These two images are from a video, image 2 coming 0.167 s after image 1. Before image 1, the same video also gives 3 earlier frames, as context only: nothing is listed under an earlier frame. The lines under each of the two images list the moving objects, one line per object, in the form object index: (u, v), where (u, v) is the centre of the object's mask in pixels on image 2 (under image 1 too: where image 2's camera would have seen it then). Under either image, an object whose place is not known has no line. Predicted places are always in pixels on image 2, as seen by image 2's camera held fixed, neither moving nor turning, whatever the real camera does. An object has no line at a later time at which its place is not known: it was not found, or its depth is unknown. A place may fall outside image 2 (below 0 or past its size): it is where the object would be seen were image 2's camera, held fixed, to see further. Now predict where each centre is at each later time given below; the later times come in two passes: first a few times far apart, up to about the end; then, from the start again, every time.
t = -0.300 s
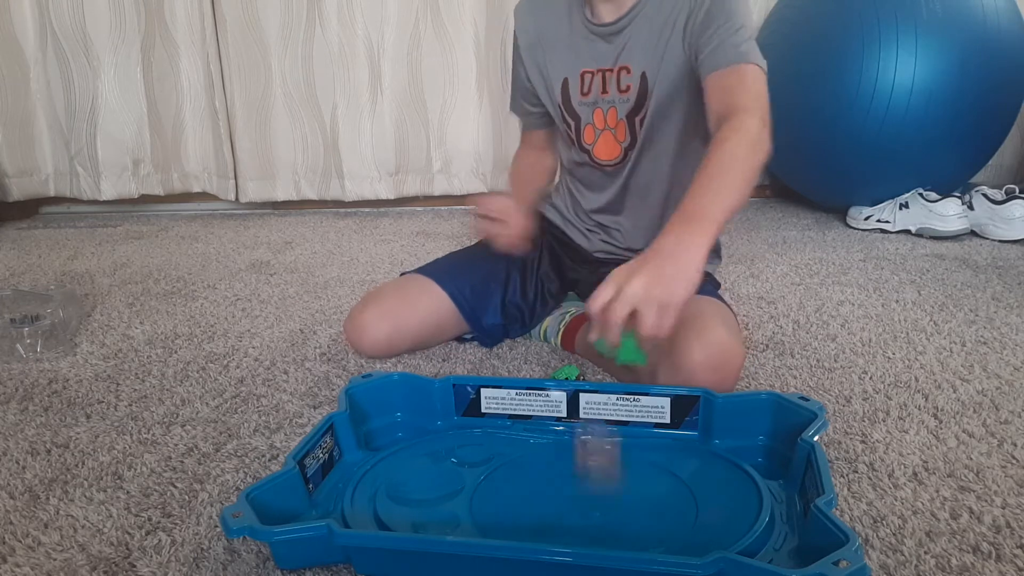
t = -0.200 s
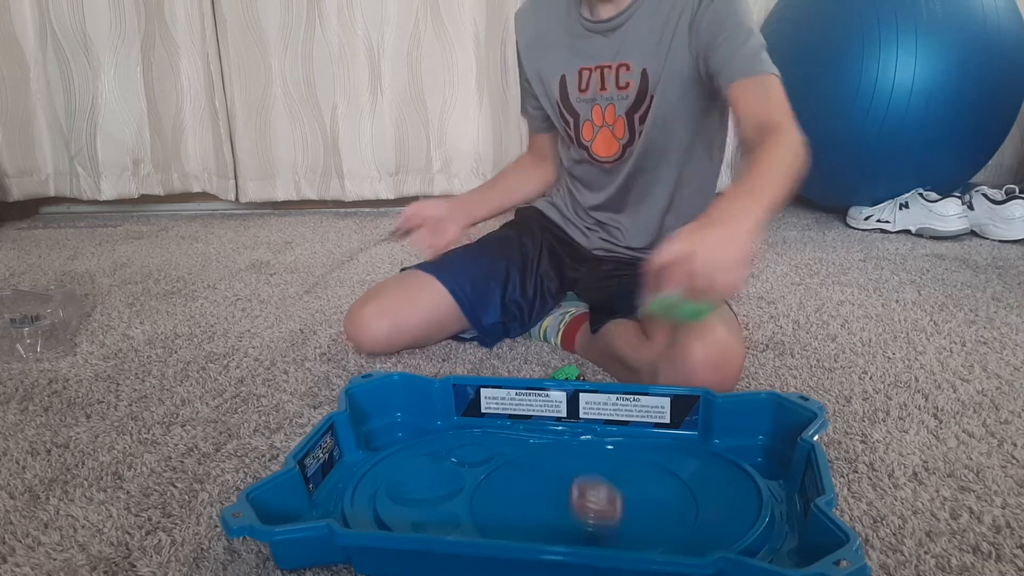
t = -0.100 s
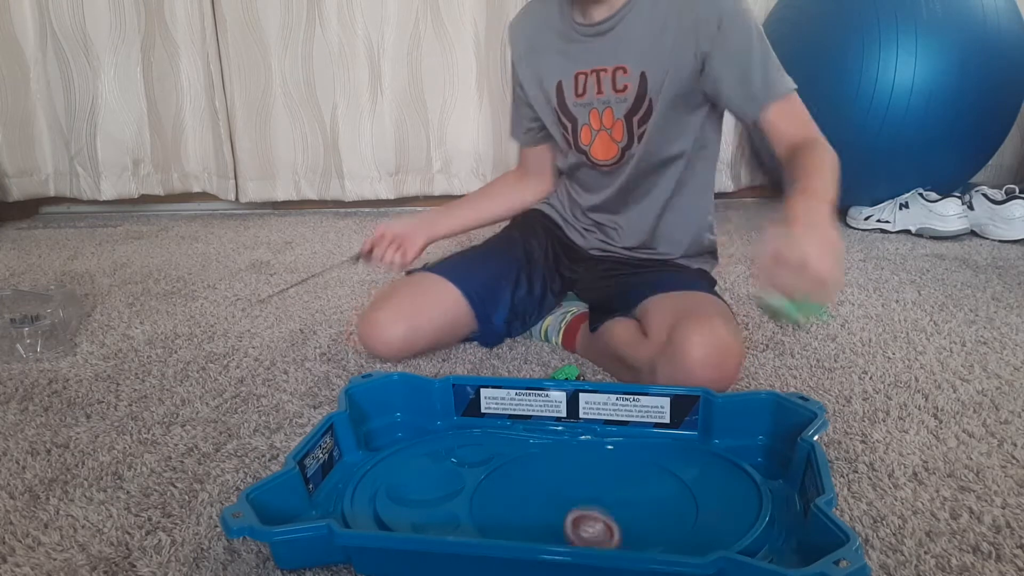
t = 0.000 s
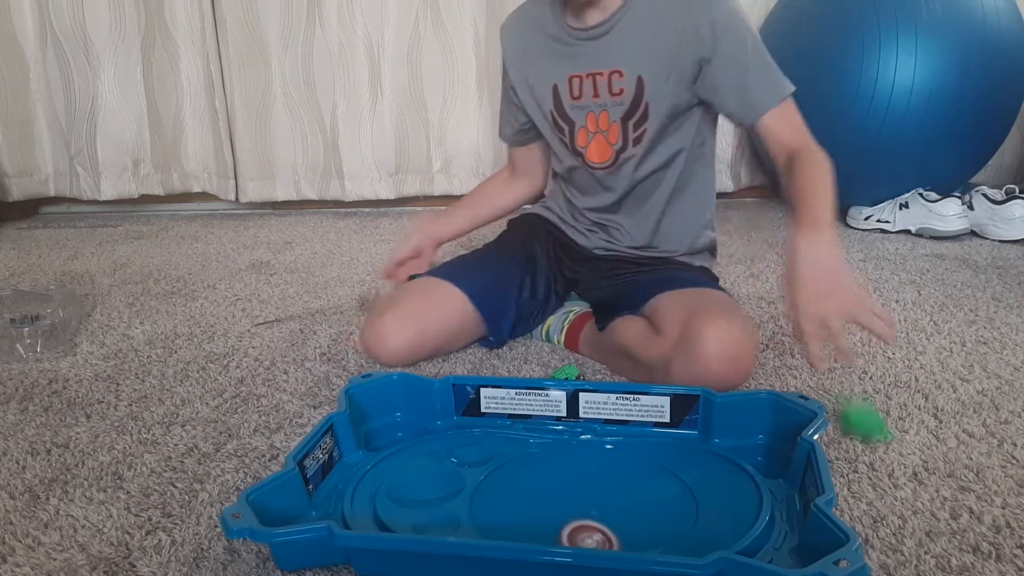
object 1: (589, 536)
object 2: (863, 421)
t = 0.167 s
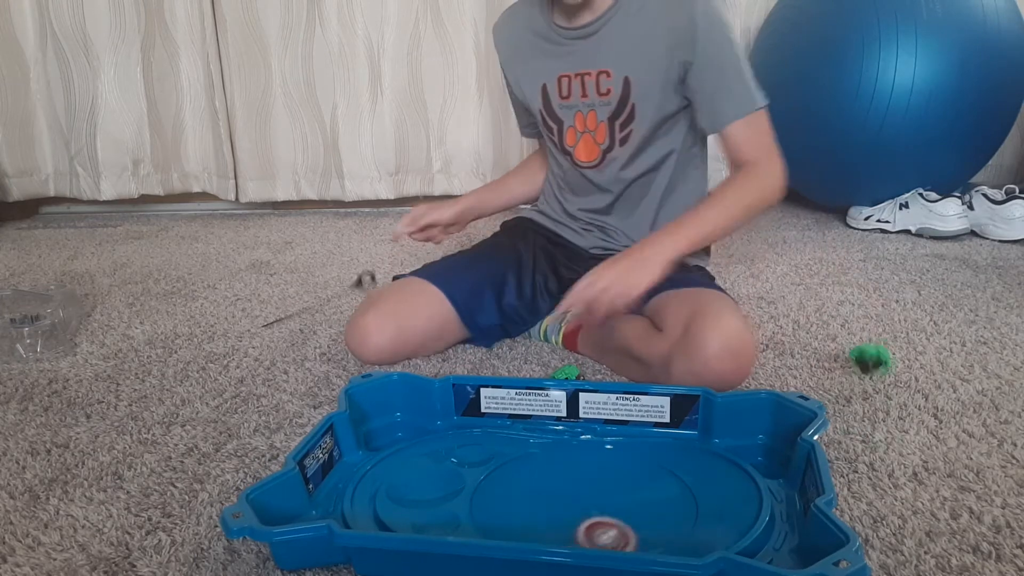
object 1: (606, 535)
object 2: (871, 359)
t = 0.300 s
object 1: (633, 513)
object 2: (881, 347)
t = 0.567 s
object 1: (630, 429)
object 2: (907, 341)
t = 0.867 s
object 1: (501, 481)
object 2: (903, 347)
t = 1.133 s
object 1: (635, 536)
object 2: (903, 347)
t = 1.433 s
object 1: (669, 433)
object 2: (903, 347)
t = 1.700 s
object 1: (483, 479)
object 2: (903, 347)
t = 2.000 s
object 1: (693, 497)
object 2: (903, 347)
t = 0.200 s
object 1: (612, 532)
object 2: (872, 365)
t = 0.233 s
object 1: (620, 528)
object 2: (872, 367)
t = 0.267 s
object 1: (626, 523)
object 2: (875, 354)
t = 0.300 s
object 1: (633, 513)
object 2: (881, 347)
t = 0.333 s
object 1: (640, 503)
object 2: (885, 345)
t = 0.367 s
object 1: (646, 492)
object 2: (887, 348)
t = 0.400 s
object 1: (651, 480)
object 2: (892, 346)
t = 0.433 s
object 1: (654, 466)
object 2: (898, 343)
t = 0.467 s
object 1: (655, 453)
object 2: (902, 345)
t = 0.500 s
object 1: (650, 440)
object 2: (905, 348)
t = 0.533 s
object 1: (641, 433)
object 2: (907, 344)
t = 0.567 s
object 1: (630, 429)
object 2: (907, 341)
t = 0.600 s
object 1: (617, 432)
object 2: (906, 340)
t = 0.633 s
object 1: (604, 434)
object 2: (907, 340)
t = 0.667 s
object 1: (589, 436)
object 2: (906, 341)
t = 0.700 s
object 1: (573, 438)
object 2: (906, 343)
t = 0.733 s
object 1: (553, 443)
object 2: (903, 347)
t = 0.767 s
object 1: (537, 448)
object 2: (903, 347)
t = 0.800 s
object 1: (521, 457)
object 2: (902, 347)
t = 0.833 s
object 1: (509, 467)
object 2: (902, 348)
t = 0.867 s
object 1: (501, 481)
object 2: (903, 347)
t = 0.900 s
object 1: (499, 495)
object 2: (903, 347)
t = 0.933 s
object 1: (502, 509)
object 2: (903, 347)
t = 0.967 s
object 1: (510, 520)
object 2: (903, 347)
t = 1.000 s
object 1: (523, 528)
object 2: (903, 347)
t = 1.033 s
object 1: (543, 535)
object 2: (903, 347)
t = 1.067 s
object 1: (571, 537)
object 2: (903, 347)
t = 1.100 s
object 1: (604, 537)
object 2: (903, 347)
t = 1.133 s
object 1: (635, 536)
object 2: (903, 347)
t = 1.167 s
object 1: (661, 528)
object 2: (903, 347)
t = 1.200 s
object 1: (683, 513)
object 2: (903, 347)
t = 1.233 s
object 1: (699, 499)
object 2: (903, 347)
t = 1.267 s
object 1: (715, 481)
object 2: (903, 347)
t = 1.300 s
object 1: (727, 463)
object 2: (903, 347)
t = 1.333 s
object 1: (728, 445)
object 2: (903, 347)
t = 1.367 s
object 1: (713, 435)
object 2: (903, 347)
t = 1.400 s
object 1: (693, 431)
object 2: (903, 347)
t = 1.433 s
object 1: (669, 433)
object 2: (903, 347)
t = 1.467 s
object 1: (639, 434)
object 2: (903, 347)
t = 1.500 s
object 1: (616, 433)
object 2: (903, 347)
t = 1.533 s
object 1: (587, 435)
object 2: (903, 347)
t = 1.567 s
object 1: (562, 437)
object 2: (903, 347)
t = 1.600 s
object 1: (534, 445)
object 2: (903, 347)
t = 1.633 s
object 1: (509, 453)
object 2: (903, 347)
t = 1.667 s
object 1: (491, 462)
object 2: (903, 347)
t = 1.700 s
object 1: (483, 479)
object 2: (903, 347)
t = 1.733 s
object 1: (481, 500)
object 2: (903, 347)
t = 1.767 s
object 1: (492, 518)
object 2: (903, 347)
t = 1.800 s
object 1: (516, 530)
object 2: (903, 347)
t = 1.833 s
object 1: (552, 537)
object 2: (903, 347)
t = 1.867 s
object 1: (589, 536)
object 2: (903, 347)
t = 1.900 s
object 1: (625, 536)
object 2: (903, 347)
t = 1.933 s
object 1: (660, 527)
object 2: (903, 347)
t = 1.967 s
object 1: (680, 512)
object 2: (903, 347)
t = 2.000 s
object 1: (693, 497)
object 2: (903, 347)
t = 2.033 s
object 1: (702, 481)
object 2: (903, 347)
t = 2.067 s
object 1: (705, 465)
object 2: (903, 347)
